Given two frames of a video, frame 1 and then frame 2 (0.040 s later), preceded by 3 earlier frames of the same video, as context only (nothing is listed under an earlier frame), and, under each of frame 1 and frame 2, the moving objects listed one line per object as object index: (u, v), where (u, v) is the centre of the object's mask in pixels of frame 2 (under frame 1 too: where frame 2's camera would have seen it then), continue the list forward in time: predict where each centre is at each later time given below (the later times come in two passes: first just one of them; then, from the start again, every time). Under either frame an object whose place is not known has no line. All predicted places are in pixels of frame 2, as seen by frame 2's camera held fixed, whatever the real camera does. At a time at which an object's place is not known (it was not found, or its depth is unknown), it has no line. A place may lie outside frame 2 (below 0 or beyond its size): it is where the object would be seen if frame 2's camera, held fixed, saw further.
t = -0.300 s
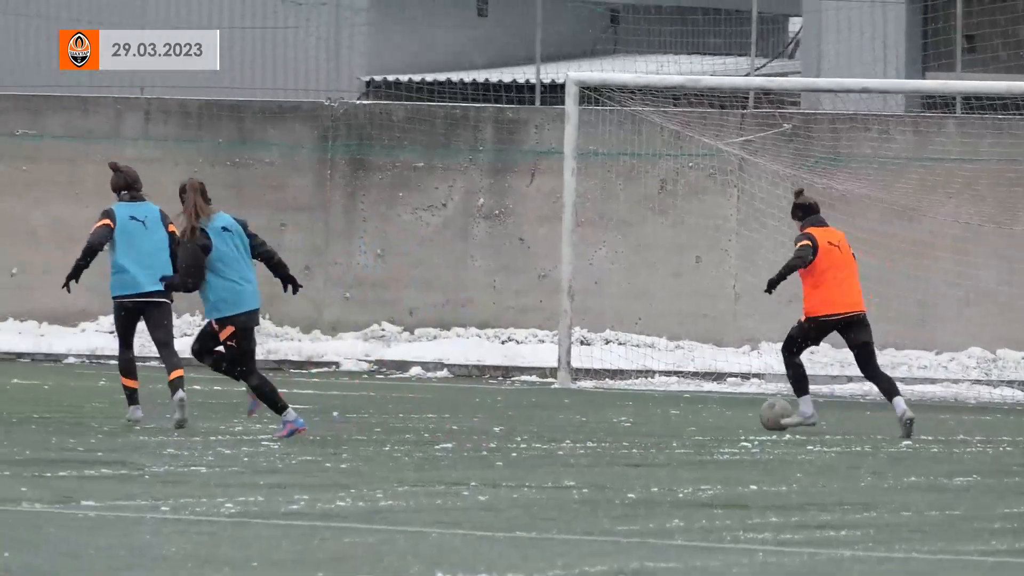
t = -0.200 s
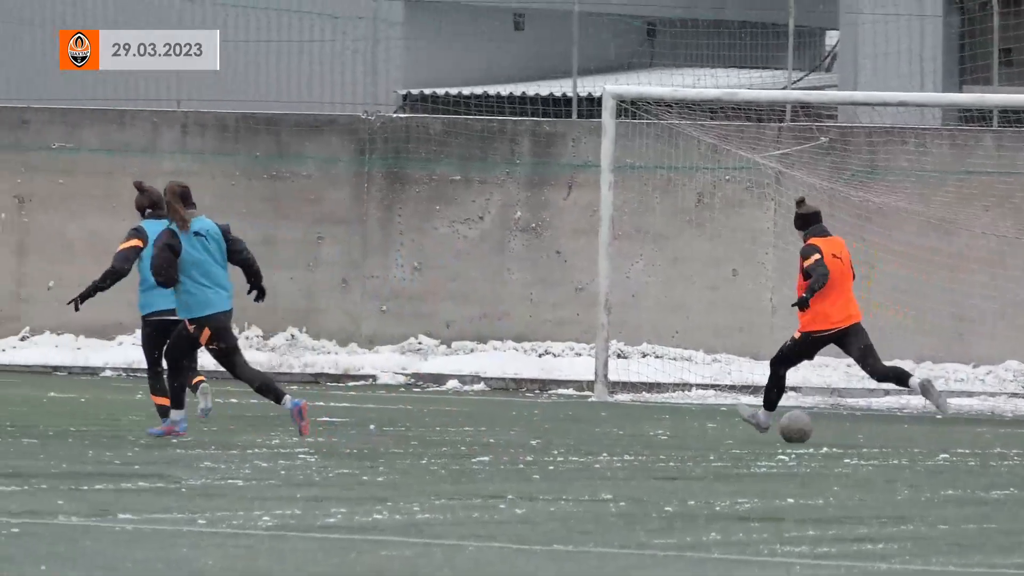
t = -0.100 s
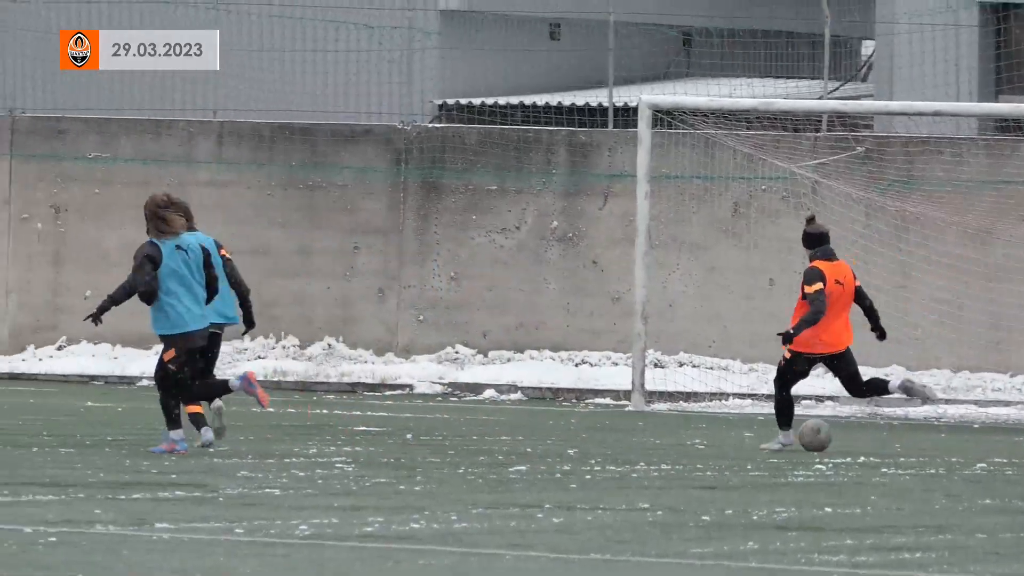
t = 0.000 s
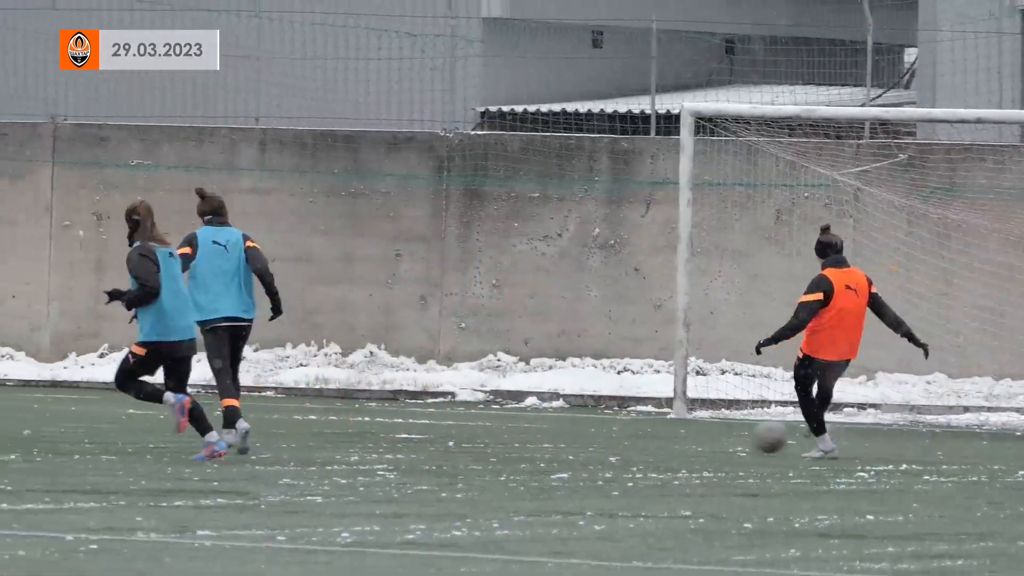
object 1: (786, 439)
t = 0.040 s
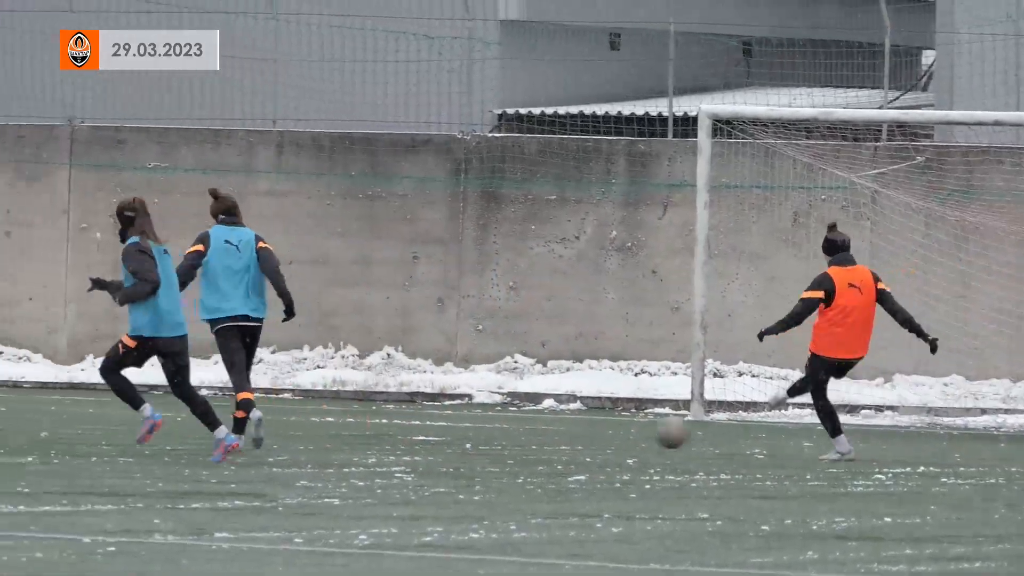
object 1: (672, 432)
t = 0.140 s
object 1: (398, 425)
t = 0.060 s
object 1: (616, 431)
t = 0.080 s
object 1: (561, 430)
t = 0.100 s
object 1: (504, 430)
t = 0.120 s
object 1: (451, 429)
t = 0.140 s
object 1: (398, 425)
